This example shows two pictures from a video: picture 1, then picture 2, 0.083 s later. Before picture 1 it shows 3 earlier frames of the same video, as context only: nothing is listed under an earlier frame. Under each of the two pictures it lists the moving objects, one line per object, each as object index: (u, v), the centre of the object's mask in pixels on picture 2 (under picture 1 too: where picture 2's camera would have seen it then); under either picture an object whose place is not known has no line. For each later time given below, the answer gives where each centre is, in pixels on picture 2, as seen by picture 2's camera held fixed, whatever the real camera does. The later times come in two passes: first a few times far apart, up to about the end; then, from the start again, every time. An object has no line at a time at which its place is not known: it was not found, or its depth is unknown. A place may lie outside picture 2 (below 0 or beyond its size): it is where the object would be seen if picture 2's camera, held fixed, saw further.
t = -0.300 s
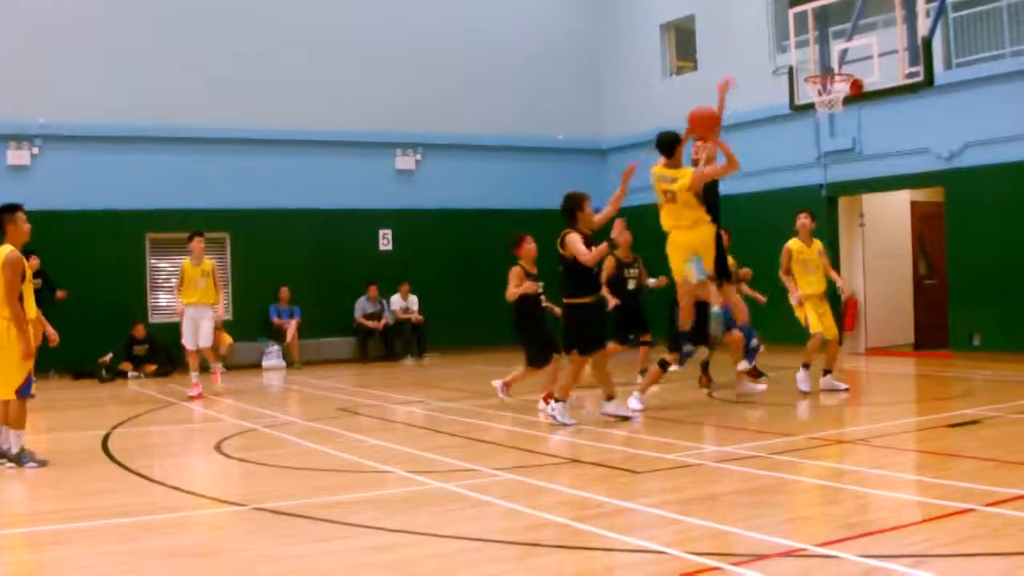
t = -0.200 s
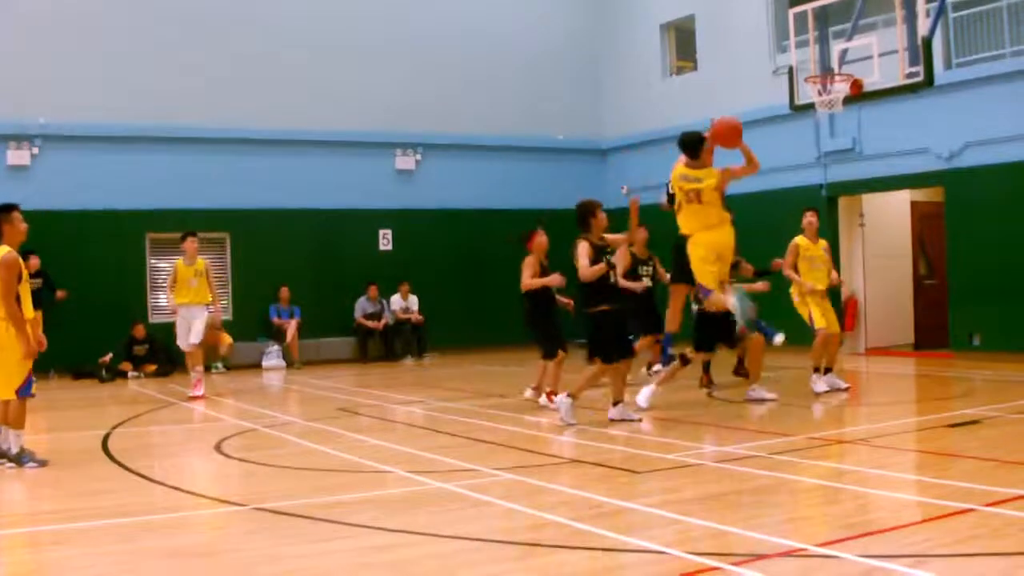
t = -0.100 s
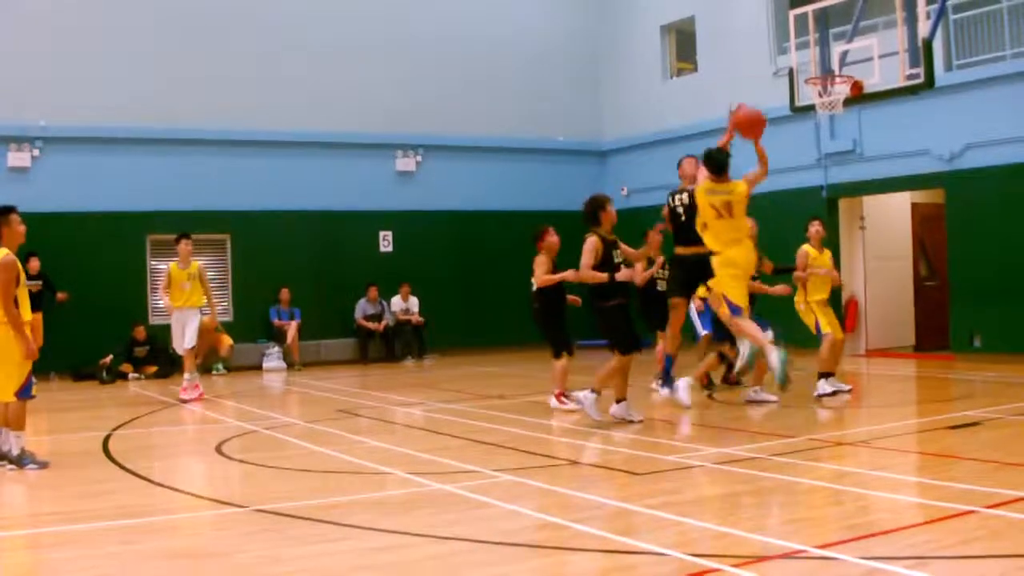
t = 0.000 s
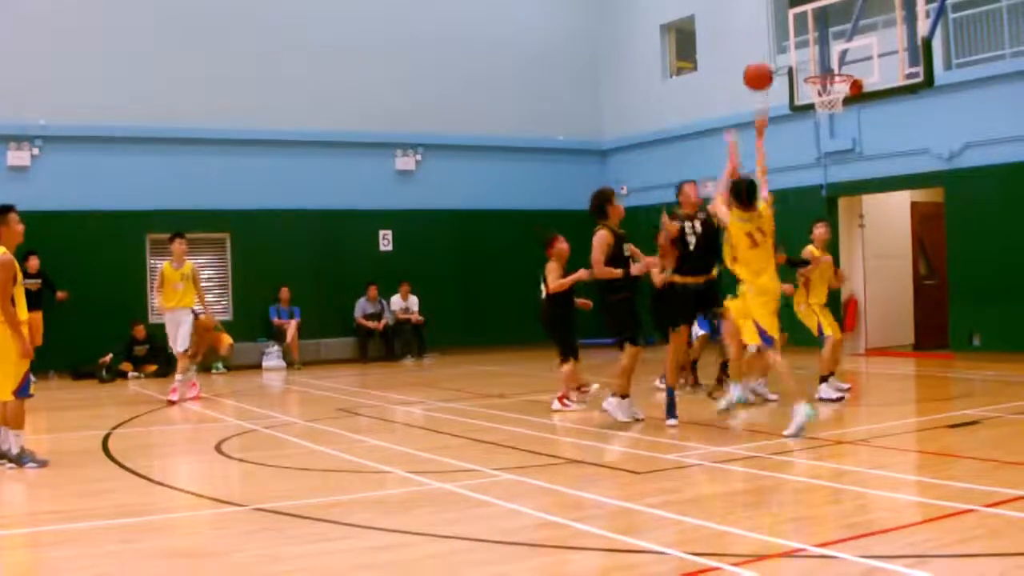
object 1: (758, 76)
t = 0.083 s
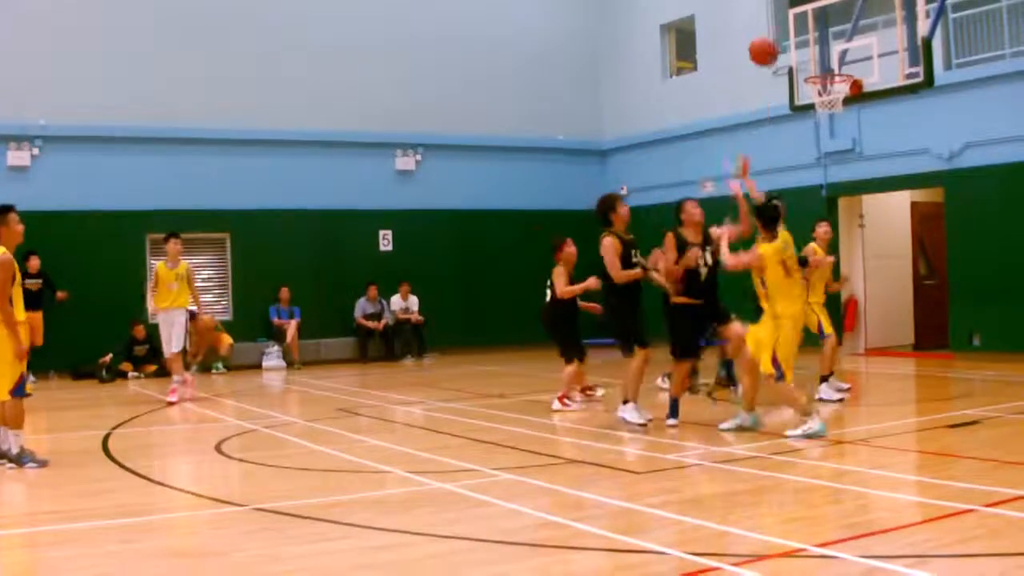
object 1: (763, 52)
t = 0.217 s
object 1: (774, 34)
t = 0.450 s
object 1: (789, 46)
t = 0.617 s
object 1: (800, 89)
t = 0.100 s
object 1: (765, 48)
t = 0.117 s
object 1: (766, 45)
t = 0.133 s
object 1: (767, 42)
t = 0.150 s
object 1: (769, 40)
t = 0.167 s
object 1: (770, 38)
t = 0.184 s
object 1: (771, 37)
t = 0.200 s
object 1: (772, 34)
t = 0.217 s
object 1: (774, 34)
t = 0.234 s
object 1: (774, 32)
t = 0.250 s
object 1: (775, 32)
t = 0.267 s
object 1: (776, 32)
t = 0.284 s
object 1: (777, 32)
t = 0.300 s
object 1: (779, 32)
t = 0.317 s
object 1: (780, 33)
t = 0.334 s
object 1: (781, 33)
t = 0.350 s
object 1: (782, 34)
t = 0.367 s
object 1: (784, 35)
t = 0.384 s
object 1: (785, 37)
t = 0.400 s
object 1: (785, 37)
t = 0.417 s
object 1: (788, 41)
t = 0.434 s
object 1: (788, 44)
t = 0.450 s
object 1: (789, 46)
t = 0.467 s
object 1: (790, 49)
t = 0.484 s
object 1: (791, 53)
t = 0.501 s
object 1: (793, 56)
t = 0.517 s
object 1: (794, 60)
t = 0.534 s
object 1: (796, 62)
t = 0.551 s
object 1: (796, 69)
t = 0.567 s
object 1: (798, 73)
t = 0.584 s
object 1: (798, 78)
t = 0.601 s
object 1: (800, 83)
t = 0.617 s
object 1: (800, 89)
